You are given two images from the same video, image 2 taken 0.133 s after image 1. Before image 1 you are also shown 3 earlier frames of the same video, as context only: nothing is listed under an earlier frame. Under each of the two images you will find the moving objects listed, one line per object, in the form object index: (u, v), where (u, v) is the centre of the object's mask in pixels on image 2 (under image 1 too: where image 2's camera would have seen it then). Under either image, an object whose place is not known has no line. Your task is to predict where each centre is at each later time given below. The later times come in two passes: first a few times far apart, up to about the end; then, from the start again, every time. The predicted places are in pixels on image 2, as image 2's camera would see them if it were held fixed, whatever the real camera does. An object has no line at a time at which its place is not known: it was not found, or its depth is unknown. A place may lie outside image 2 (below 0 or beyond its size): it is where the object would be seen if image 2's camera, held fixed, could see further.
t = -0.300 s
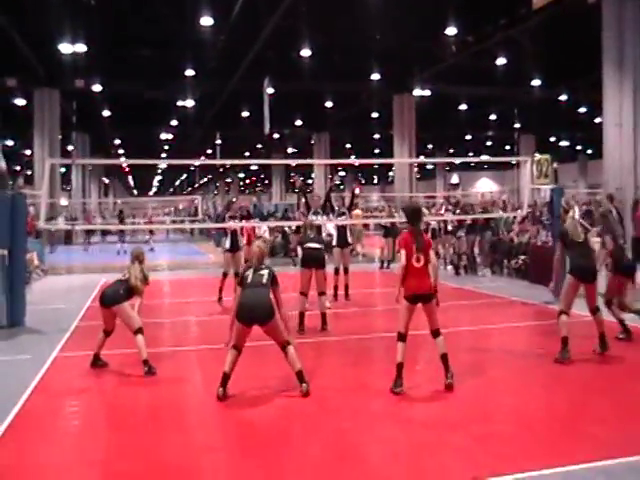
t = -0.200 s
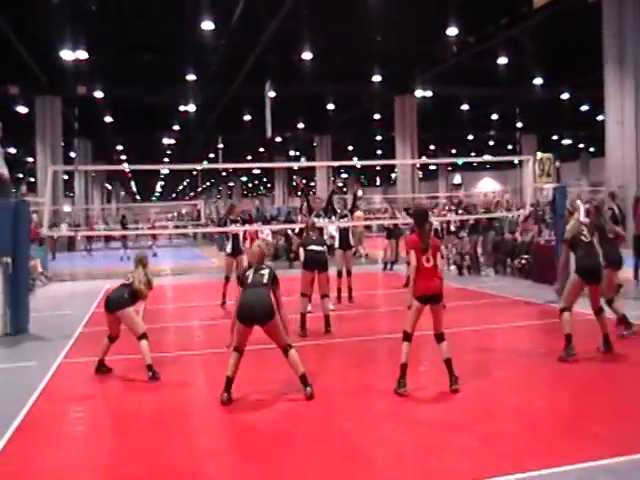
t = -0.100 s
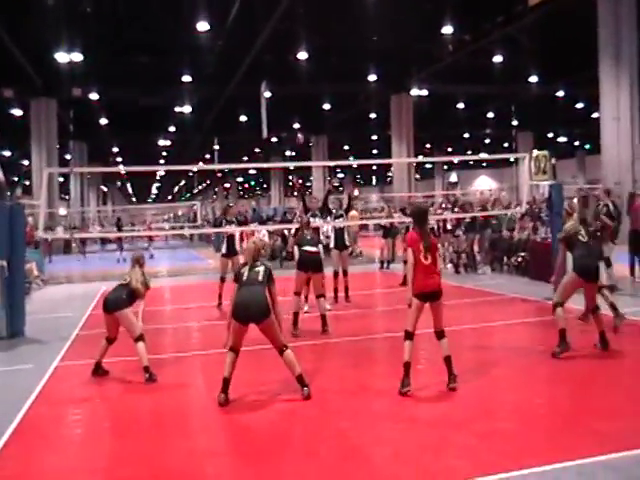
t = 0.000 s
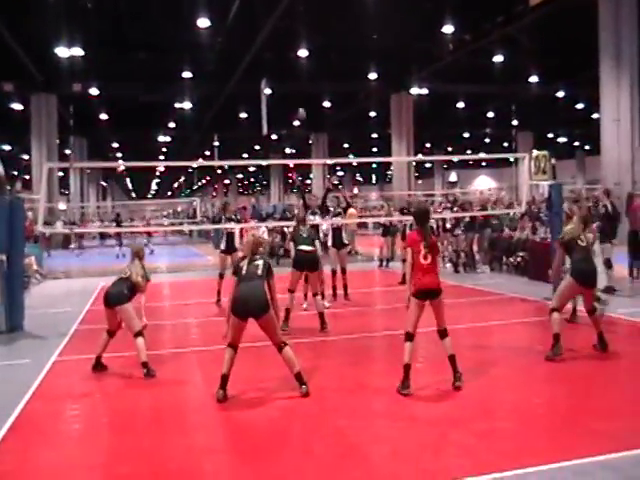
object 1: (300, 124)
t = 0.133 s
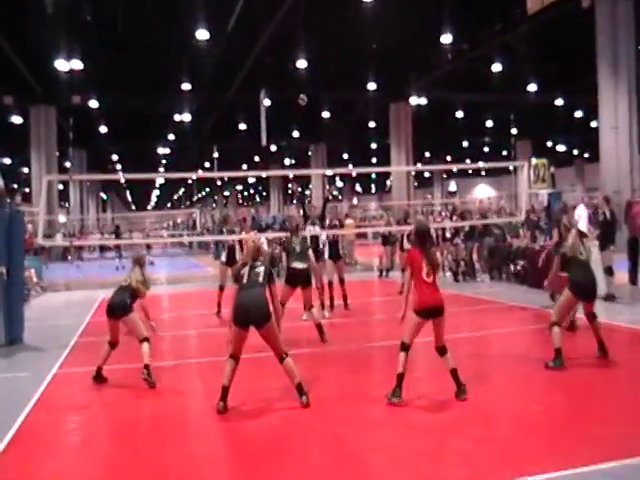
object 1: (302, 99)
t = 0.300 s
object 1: (306, 74)
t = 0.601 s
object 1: (316, 65)
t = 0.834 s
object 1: (323, 106)
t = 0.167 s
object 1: (303, 91)
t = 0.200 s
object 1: (304, 86)
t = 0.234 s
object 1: (305, 82)
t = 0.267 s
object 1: (306, 78)
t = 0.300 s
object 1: (306, 74)
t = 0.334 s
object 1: (307, 70)
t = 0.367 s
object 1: (308, 69)
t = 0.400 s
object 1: (310, 67)
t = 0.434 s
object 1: (311, 66)
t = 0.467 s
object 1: (312, 65)
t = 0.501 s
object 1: (312, 62)
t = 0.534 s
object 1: (313, 62)
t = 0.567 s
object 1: (315, 63)
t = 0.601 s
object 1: (316, 65)
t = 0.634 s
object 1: (316, 67)
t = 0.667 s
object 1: (318, 70)
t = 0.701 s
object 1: (319, 74)
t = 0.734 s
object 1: (321, 81)
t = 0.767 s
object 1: (321, 87)
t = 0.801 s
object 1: (323, 95)
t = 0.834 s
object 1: (323, 106)
